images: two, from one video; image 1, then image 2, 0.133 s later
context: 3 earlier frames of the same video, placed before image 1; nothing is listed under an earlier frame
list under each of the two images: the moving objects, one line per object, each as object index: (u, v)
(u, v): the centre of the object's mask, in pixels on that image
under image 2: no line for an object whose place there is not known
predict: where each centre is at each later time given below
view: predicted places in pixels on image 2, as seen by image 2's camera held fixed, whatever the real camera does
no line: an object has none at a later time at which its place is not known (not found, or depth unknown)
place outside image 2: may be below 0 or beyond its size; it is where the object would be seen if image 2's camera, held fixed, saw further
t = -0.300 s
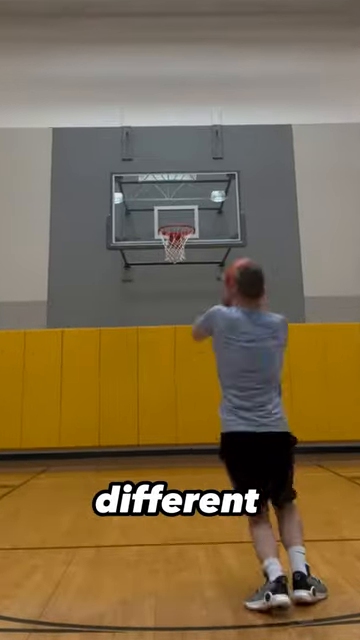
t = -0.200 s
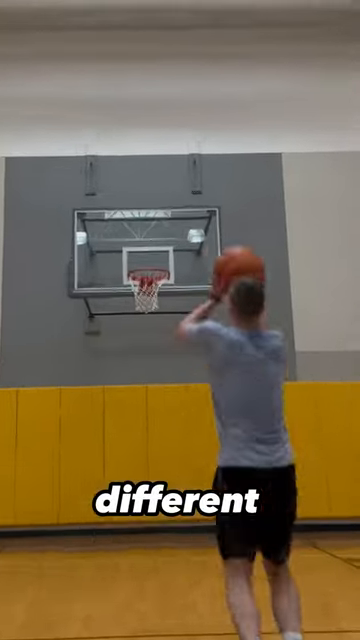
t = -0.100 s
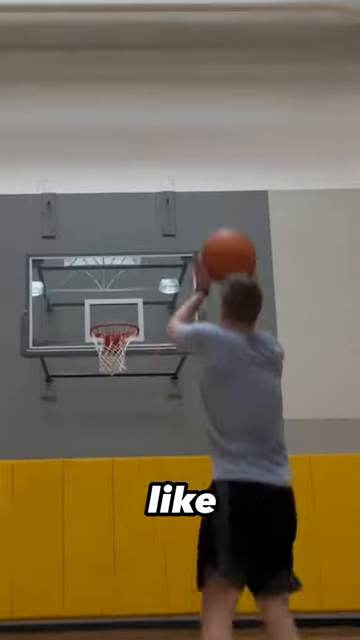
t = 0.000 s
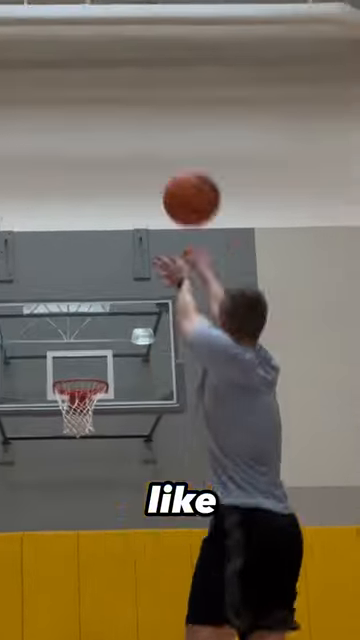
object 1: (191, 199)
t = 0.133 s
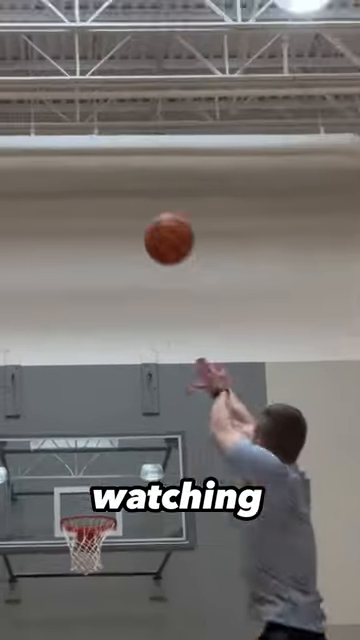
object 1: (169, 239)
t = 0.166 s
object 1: (161, 225)
